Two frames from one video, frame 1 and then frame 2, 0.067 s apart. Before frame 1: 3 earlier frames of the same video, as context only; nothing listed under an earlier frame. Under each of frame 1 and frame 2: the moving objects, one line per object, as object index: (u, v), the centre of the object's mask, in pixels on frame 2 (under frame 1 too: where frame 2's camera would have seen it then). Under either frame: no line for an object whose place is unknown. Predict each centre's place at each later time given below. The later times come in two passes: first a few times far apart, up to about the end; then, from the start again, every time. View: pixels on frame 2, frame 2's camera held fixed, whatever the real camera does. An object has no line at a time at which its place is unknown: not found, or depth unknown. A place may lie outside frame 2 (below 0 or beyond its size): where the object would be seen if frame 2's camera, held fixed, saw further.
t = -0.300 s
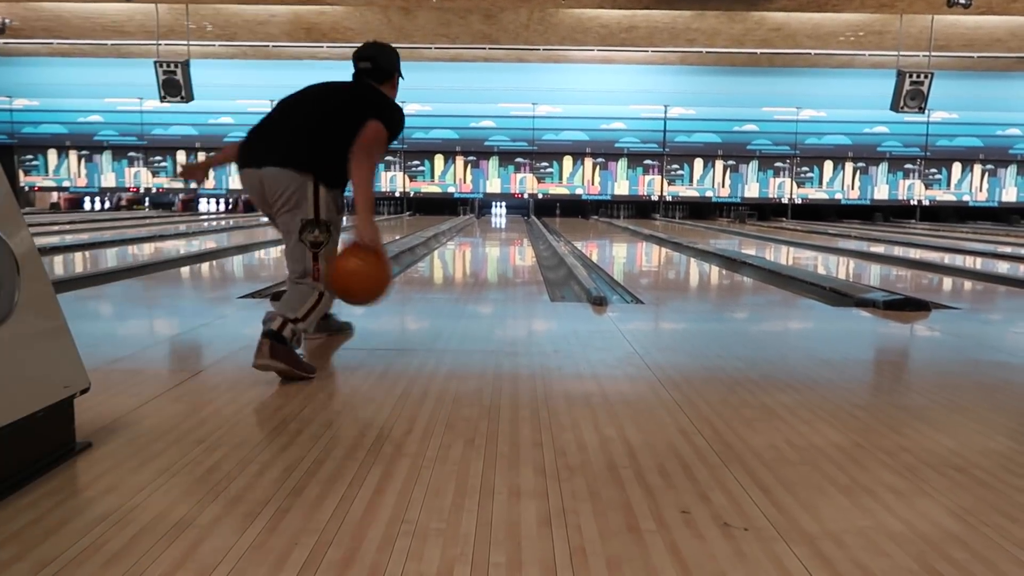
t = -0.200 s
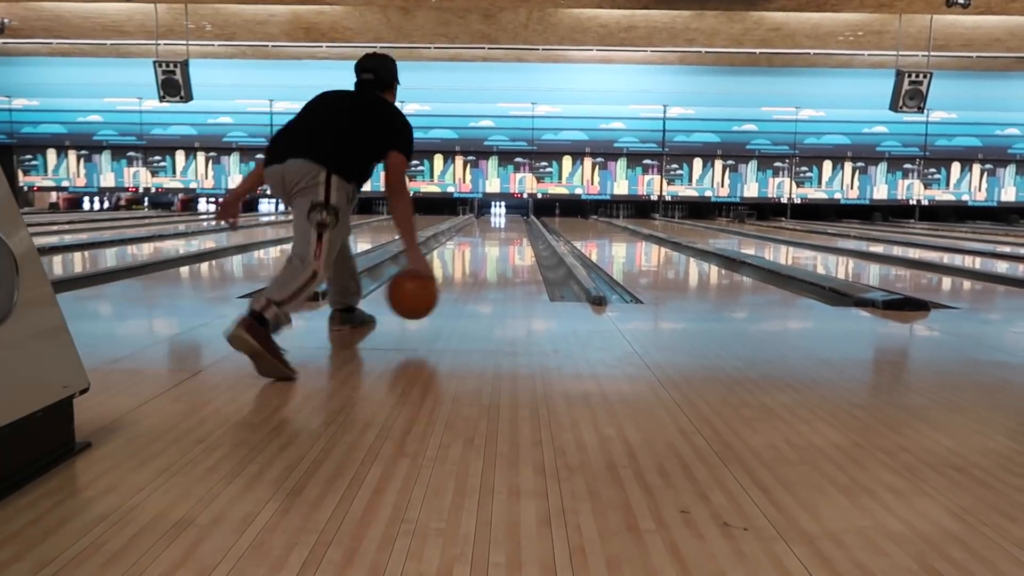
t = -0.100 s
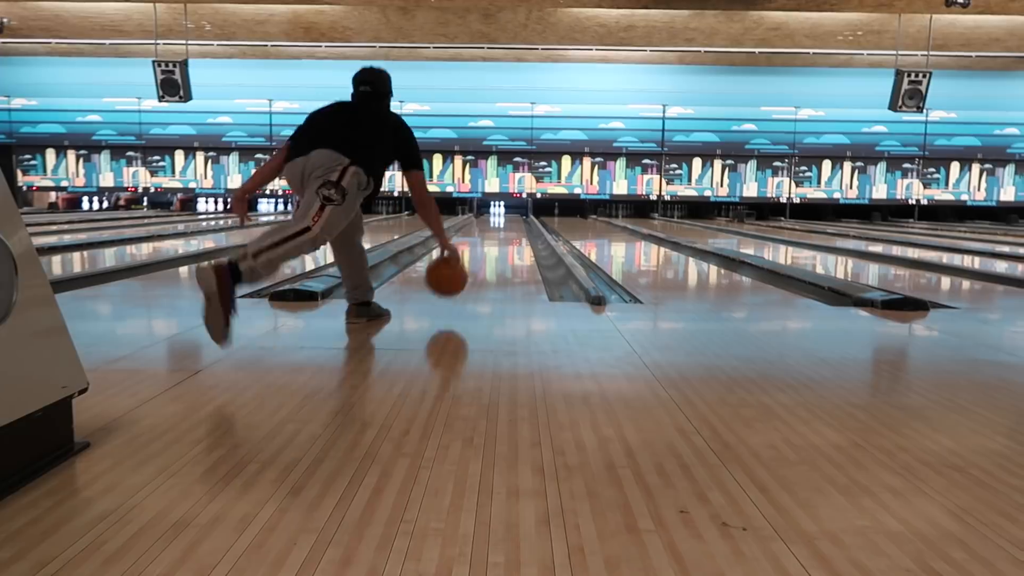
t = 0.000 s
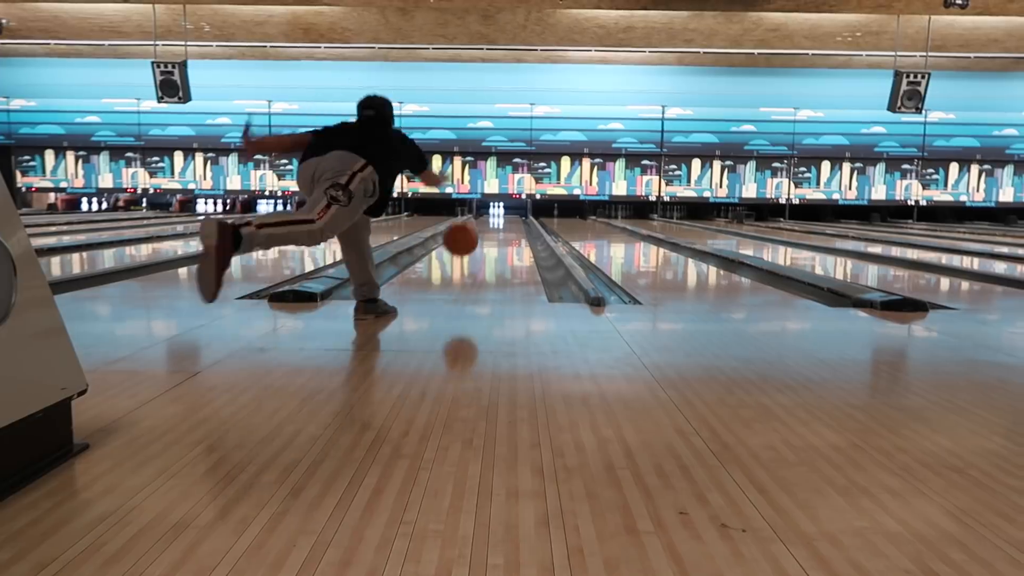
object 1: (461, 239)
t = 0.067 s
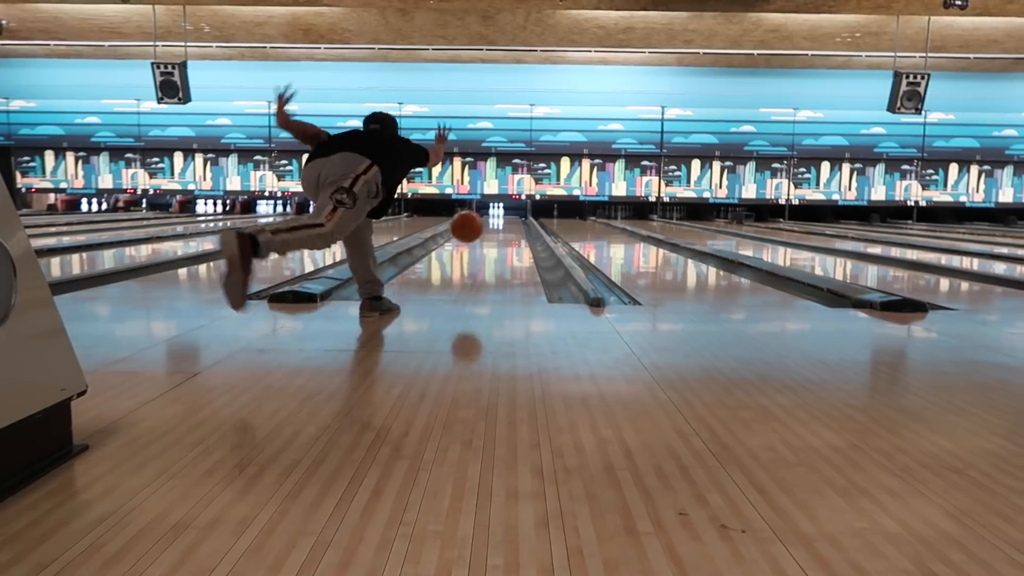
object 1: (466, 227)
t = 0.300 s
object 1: (482, 234)
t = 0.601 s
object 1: (493, 240)
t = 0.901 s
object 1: (499, 232)
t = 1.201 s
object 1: (503, 226)
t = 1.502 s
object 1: (505, 222)
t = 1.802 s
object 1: (507, 219)
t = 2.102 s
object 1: (507, 216)
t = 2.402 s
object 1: (505, 215)
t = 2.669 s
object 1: (505, 214)
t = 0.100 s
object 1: (469, 223)
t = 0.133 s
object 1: (473, 222)
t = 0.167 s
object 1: (475, 222)
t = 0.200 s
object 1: (476, 223)
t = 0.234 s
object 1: (479, 226)
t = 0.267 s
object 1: (481, 230)
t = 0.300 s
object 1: (482, 234)
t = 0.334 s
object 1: (484, 240)
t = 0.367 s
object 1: (485, 247)
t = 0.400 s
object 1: (487, 247)
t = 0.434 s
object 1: (488, 245)
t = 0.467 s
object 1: (489, 244)
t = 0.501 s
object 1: (490, 243)
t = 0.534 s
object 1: (491, 243)
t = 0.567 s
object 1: (492, 241)
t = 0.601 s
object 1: (493, 240)
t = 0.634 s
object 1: (493, 239)
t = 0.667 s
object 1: (494, 238)
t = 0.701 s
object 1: (495, 238)
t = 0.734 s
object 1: (496, 236)
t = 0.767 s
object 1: (497, 235)
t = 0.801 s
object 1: (498, 234)
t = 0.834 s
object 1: (498, 234)
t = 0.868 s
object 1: (498, 233)
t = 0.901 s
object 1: (499, 232)
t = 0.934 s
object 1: (499, 232)
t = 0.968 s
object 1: (500, 231)
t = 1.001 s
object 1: (500, 230)
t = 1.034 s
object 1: (501, 229)
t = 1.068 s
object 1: (502, 229)
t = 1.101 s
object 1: (502, 228)
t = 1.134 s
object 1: (502, 227)
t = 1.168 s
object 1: (502, 227)
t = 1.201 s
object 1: (503, 226)
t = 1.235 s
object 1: (503, 226)
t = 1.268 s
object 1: (503, 226)
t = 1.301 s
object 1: (503, 225)
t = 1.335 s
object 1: (504, 225)
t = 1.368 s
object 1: (504, 224)
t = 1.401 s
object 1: (505, 224)
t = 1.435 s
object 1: (505, 223)
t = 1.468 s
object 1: (505, 223)
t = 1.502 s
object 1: (505, 222)
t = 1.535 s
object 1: (505, 222)
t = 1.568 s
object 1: (506, 221)
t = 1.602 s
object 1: (506, 221)
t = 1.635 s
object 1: (506, 220)
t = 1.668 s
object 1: (507, 220)
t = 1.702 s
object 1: (507, 220)
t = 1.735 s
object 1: (507, 220)
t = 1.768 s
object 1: (507, 219)
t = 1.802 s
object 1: (507, 219)
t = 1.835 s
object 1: (507, 218)
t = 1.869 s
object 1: (507, 218)
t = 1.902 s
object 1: (507, 218)
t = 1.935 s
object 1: (507, 218)
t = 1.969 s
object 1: (507, 217)
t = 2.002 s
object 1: (507, 217)
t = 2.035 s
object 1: (507, 217)
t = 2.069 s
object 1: (507, 217)
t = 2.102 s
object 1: (507, 216)
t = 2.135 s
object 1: (507, 216)
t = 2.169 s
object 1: (506, 216)
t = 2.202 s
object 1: (506, 216)
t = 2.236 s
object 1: (506, 216)
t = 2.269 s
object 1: (506, 215)
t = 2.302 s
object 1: (506, 215)
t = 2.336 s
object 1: (506, 215)
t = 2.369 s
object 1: (506, 215)
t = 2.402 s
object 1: (505, 215)
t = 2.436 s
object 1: (505, 215)
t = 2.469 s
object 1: (505, 215)
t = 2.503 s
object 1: (505, 215)
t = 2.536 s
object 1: (504, 214)
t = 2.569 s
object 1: (504, 214)
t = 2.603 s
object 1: (504, 214)
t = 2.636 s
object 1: (504, 214)
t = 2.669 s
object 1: (505, 214)
